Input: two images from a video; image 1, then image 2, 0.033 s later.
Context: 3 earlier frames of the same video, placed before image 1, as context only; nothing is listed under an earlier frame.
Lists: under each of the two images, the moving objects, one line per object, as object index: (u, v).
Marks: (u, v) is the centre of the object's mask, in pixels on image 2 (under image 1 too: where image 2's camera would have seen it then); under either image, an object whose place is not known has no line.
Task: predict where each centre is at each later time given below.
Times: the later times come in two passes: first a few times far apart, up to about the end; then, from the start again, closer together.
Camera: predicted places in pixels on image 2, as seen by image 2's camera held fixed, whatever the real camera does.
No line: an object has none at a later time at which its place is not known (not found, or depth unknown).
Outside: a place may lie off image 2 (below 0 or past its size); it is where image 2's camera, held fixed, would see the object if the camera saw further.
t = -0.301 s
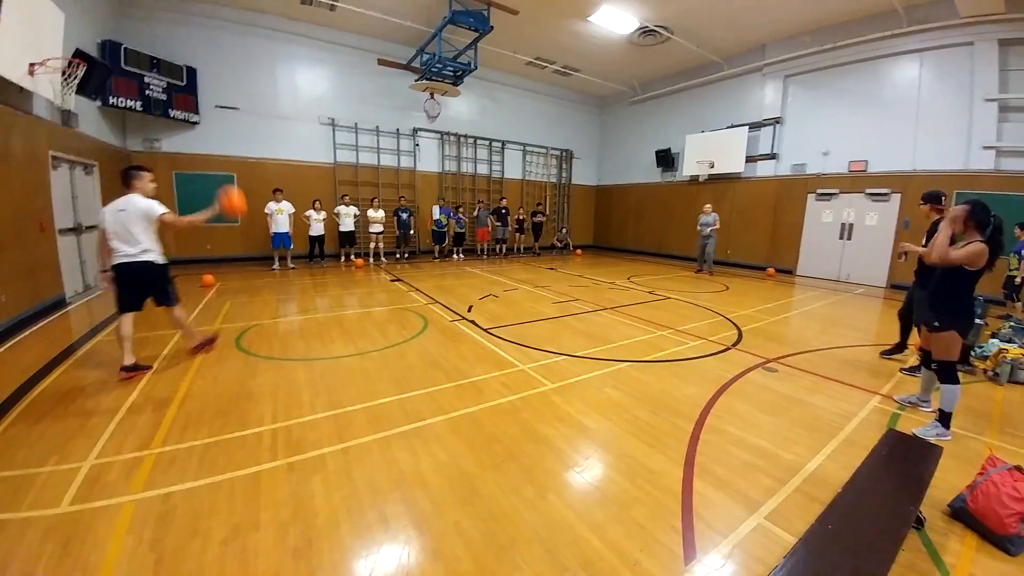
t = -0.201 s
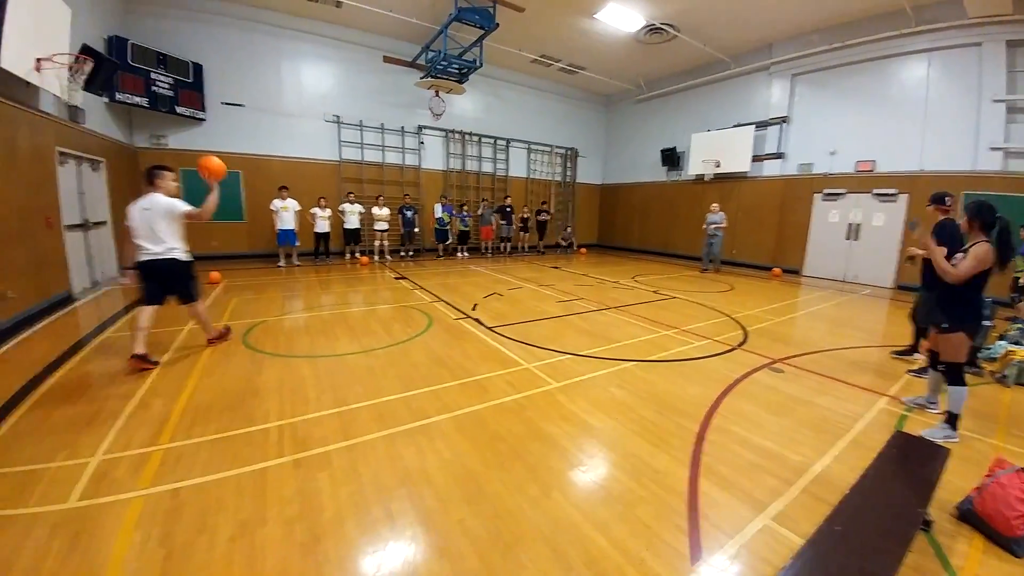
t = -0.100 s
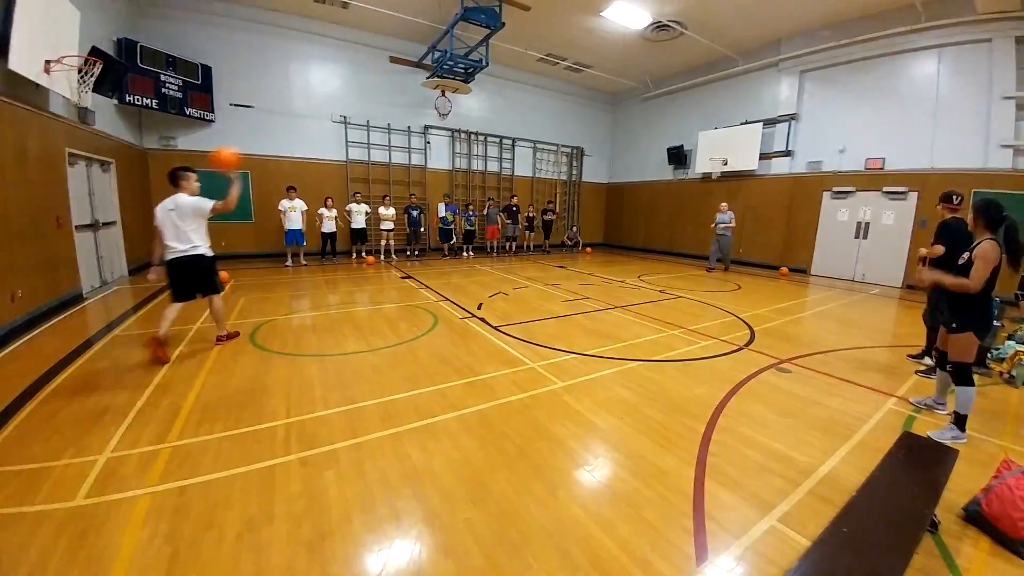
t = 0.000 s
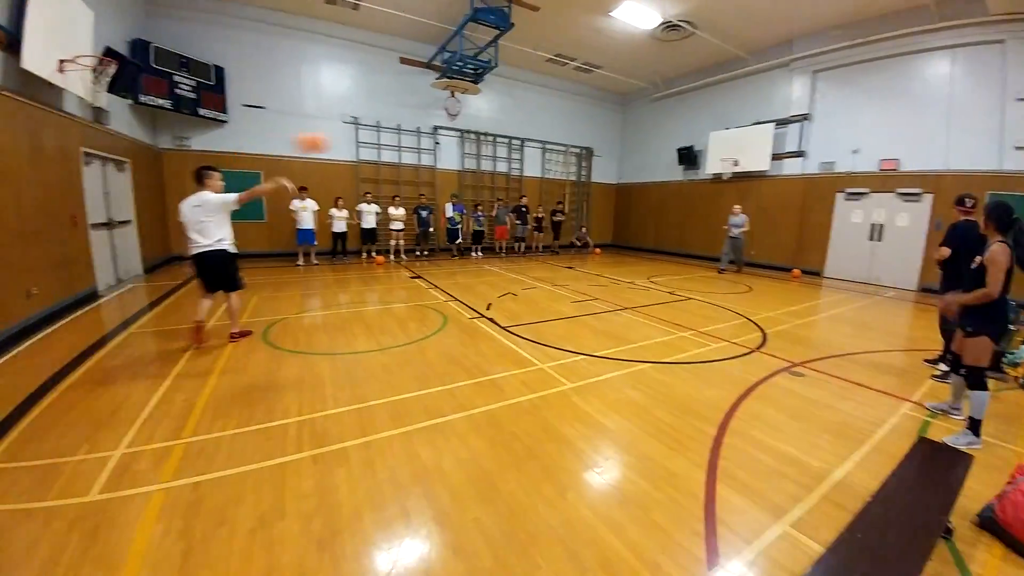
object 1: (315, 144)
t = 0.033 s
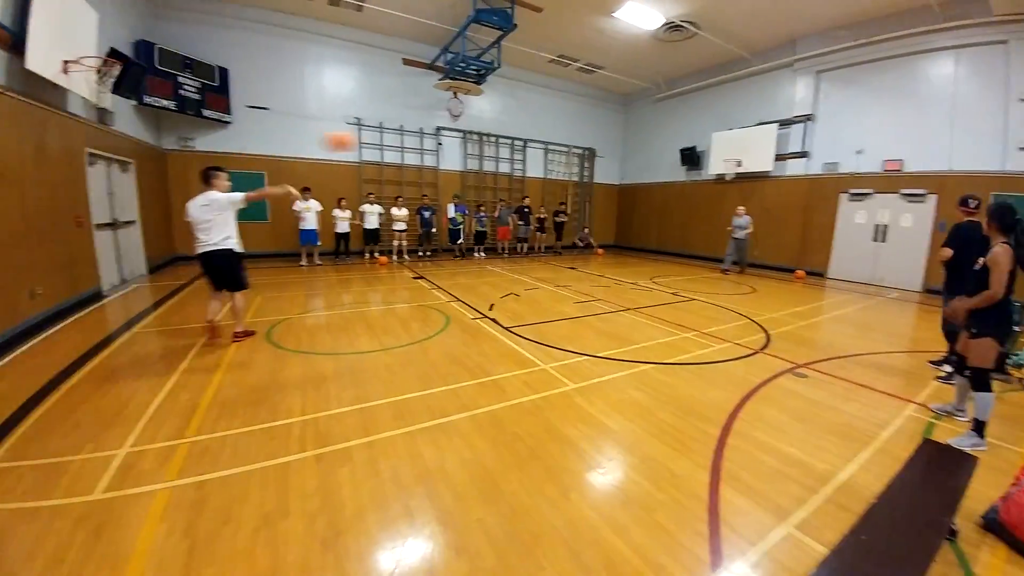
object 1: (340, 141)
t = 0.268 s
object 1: (473, 153)
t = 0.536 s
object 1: (565, 203)
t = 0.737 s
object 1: (608, 254)
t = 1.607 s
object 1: (678, 267)
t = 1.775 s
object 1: (686, 261)
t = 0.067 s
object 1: (364, 140)
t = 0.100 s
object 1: (385, 140)
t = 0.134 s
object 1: (405, 141)
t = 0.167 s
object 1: (424, 143)
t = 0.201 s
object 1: (440, 145)
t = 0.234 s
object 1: (458, 149)
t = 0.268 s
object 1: (473, 153)
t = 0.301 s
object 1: (487, 157)
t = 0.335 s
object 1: (501, 163)
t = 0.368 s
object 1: (514, 168)
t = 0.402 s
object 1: (524, 174)
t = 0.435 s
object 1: (536, 182)
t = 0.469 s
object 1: (546, 188)
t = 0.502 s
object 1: (557, 195)
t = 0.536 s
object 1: (565, 203)
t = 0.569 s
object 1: (574, 211)
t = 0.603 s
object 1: (581, 219)
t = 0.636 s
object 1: (589, 228)
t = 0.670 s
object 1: (596, 237)
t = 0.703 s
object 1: (602, 245)
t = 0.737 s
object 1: (608, 254)
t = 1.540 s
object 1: (676, 258)
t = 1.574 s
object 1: (677, 262)
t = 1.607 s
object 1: (678, 267)
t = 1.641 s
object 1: (678, 272)
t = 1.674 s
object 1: (680, 271)
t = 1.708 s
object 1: (683, 265)
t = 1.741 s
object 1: (684, 263)
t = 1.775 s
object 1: (686, 261)
